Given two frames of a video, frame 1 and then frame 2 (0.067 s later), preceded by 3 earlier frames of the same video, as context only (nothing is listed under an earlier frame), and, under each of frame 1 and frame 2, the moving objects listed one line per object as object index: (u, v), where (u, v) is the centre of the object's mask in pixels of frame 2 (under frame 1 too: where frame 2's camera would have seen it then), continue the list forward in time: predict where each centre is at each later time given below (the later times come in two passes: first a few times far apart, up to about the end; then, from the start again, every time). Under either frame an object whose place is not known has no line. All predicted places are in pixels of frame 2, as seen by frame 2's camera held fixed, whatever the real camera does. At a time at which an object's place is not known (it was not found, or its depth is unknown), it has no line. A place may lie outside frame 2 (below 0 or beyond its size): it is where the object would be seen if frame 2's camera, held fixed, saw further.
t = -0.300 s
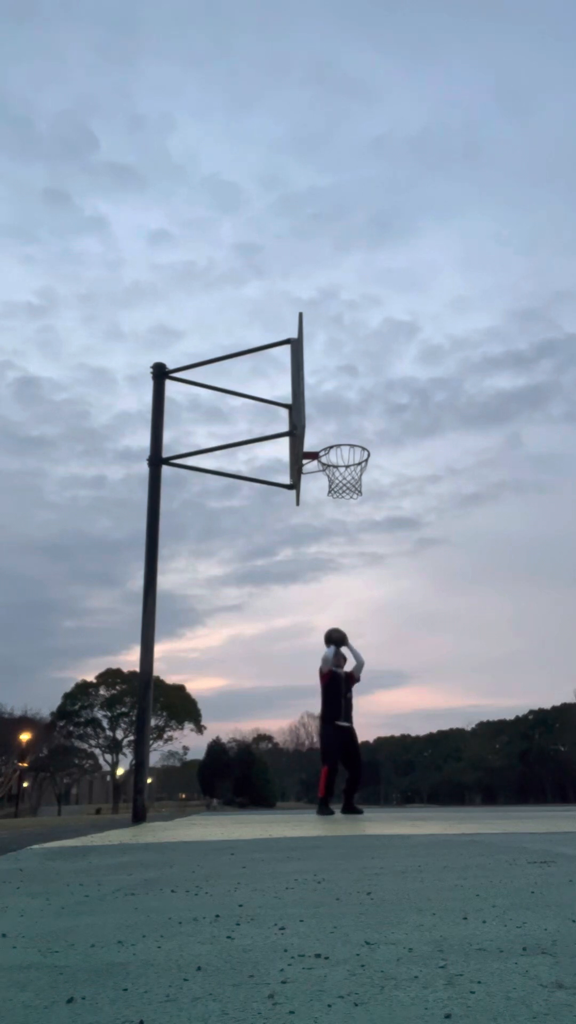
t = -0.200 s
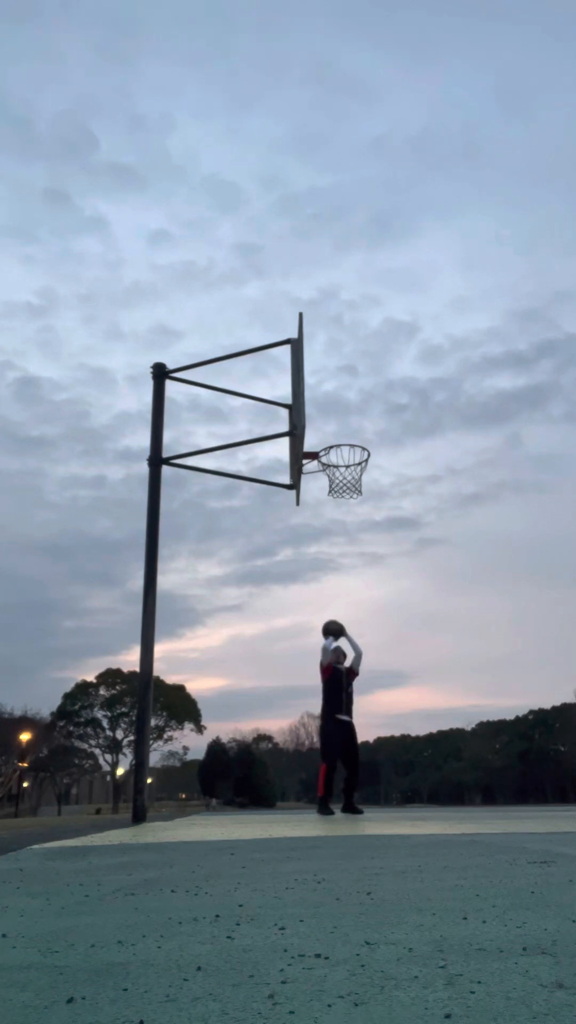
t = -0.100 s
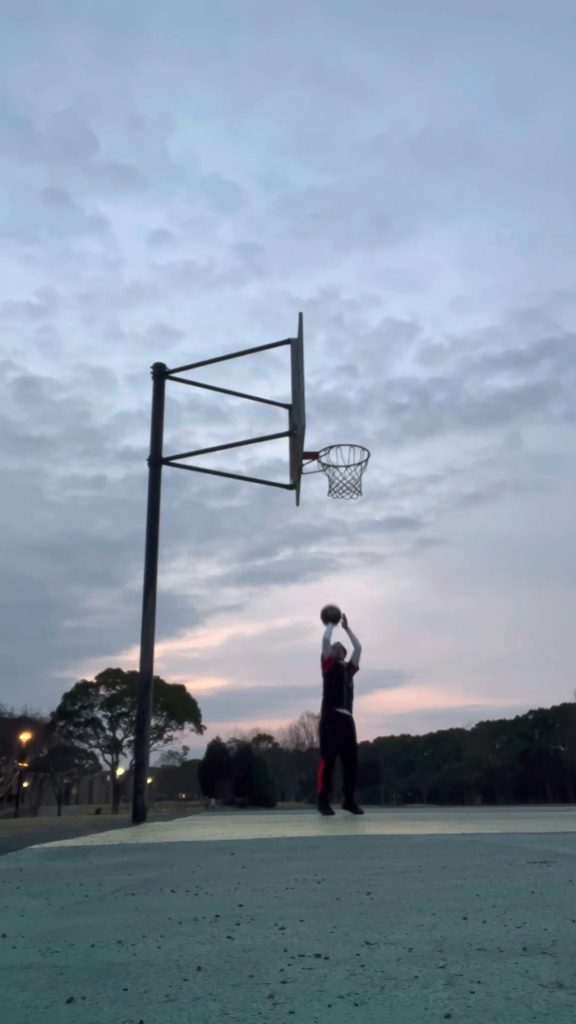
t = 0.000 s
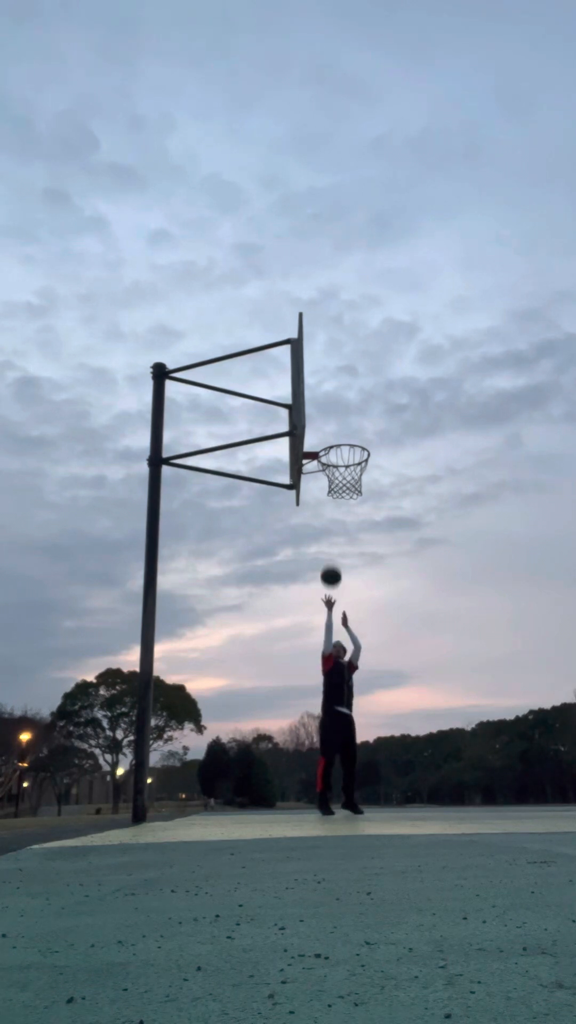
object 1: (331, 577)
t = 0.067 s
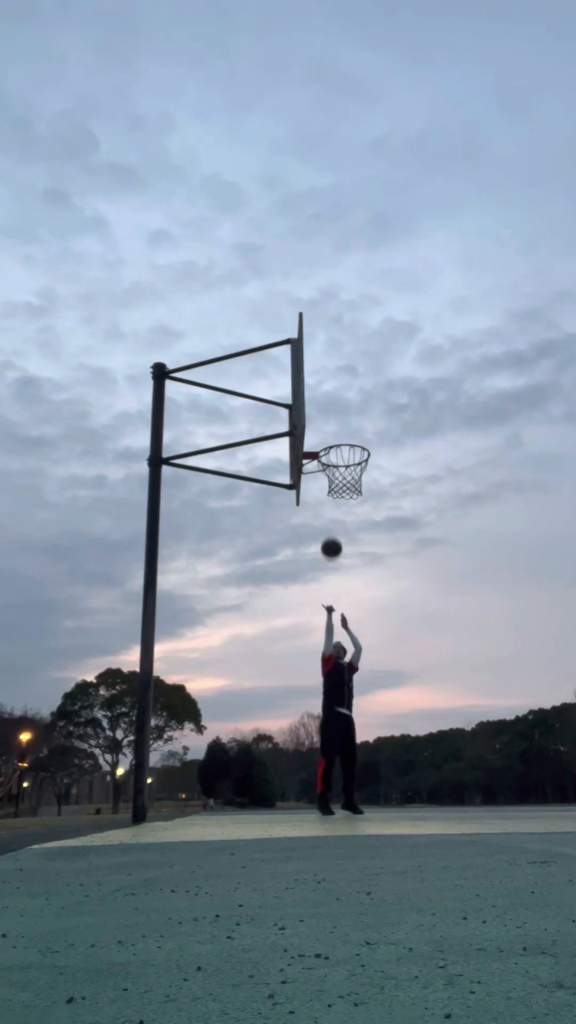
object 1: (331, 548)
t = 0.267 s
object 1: (333, 484)
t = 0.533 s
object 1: (339, 442)
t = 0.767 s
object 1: (348, 456)
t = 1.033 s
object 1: (349, 505)
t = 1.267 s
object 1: (347, 601)
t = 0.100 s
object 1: (332, 535)
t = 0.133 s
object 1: (332, 523)
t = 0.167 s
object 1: (332, 512)
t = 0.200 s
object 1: (333, 501)
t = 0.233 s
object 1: (333, 492)
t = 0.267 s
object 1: (333, 484)
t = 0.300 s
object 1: (334, 475)
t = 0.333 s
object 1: (335, 468)
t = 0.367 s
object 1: (335, 461)
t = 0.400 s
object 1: (336, 456)
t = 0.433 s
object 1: (337, 451)
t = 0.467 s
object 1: (338, 447)
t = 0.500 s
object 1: (338, 444)
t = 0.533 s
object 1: (339, 442)
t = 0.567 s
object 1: (340, 441)
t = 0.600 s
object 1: (341, 442)
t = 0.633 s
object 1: (342, 442)
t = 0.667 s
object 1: (343, 444)
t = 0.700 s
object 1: (345, 447)
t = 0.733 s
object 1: (346, 451)
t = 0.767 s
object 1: (348, 456)
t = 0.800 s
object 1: (349, 463)
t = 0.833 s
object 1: (351, 471)
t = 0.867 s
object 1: (351, 477)
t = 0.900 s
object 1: (351, 479)
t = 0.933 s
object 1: (350, 484)
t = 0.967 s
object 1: (350, 489)
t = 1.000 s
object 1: (349, 496)
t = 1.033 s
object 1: (349, 505)
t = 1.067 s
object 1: (348, 514)
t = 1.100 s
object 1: (348, 525)
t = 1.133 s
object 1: (348, 537)
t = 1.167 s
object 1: (348, 550)
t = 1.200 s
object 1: (347, 566)
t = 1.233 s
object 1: (347, 583)
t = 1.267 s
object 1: (347, 601)
